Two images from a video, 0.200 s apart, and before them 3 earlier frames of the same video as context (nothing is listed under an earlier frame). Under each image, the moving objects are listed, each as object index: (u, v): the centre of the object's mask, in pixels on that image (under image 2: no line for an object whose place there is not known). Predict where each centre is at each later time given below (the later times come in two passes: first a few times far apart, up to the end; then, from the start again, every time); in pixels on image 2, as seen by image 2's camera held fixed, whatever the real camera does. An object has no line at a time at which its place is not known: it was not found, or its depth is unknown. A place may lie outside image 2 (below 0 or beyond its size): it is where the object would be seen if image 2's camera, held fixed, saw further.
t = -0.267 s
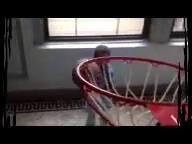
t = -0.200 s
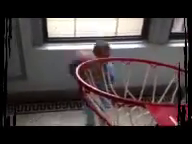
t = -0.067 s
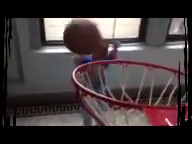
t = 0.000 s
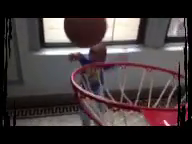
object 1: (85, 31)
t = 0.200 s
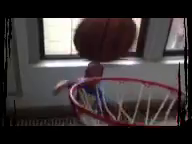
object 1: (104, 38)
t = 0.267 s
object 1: (112, 59)
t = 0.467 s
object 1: (159, 97)
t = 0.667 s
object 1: (121, 104)
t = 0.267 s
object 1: (112, 59)
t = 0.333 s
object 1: (123, 93)
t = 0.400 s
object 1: (148, 94)
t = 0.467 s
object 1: (159, 97)
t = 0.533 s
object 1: (155, 97)
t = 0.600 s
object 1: (136, 98)
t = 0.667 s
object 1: (121, 104)
